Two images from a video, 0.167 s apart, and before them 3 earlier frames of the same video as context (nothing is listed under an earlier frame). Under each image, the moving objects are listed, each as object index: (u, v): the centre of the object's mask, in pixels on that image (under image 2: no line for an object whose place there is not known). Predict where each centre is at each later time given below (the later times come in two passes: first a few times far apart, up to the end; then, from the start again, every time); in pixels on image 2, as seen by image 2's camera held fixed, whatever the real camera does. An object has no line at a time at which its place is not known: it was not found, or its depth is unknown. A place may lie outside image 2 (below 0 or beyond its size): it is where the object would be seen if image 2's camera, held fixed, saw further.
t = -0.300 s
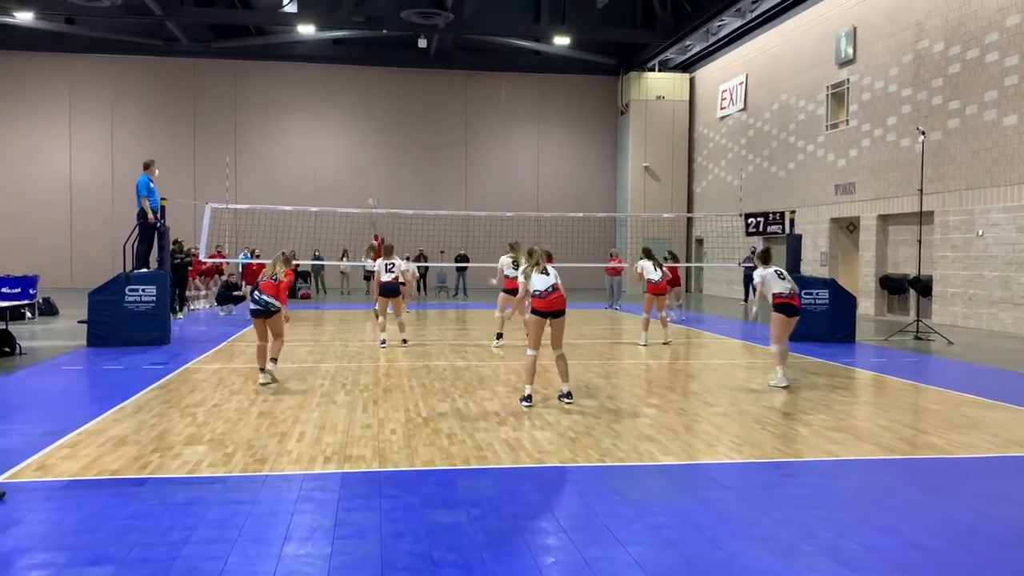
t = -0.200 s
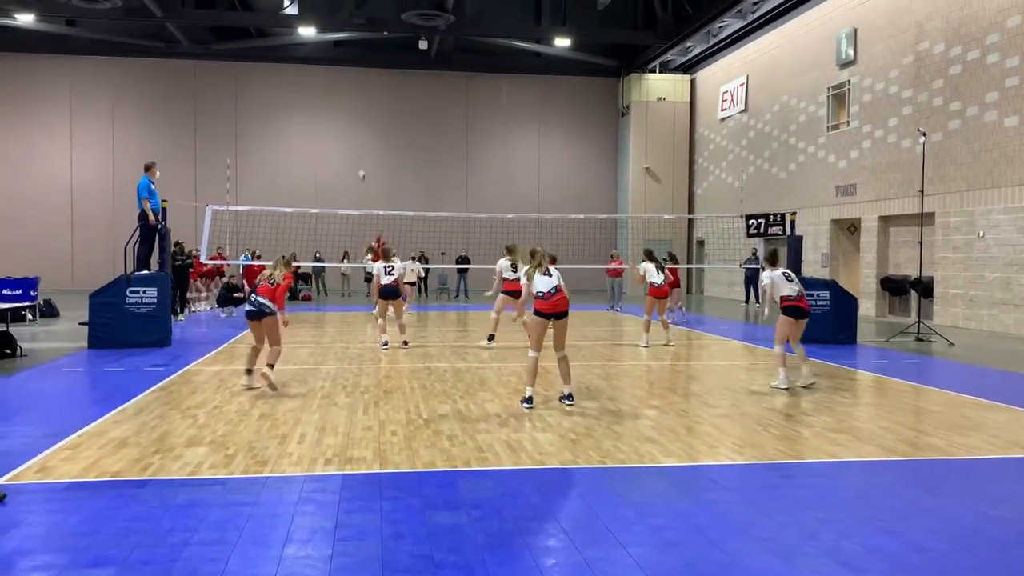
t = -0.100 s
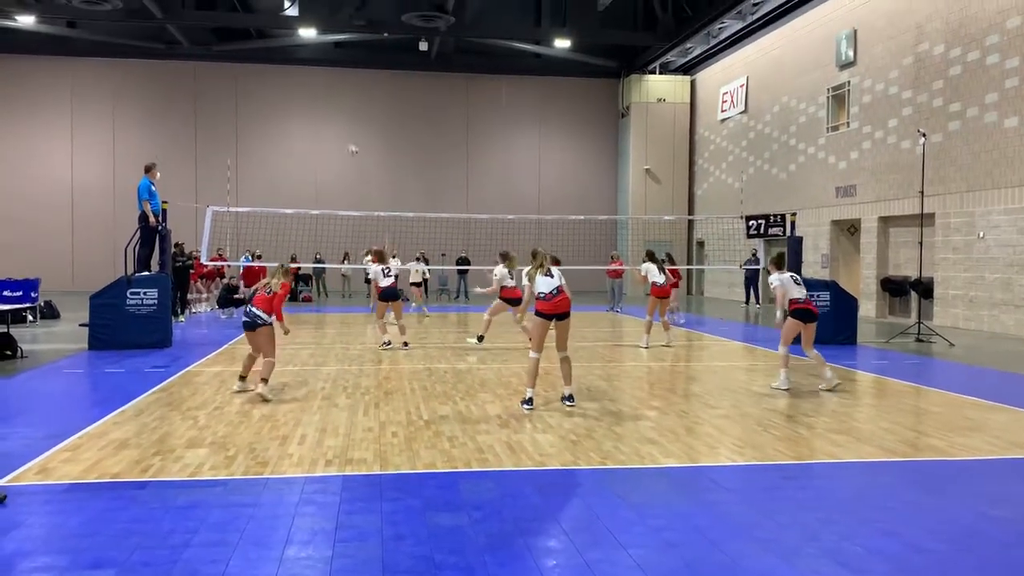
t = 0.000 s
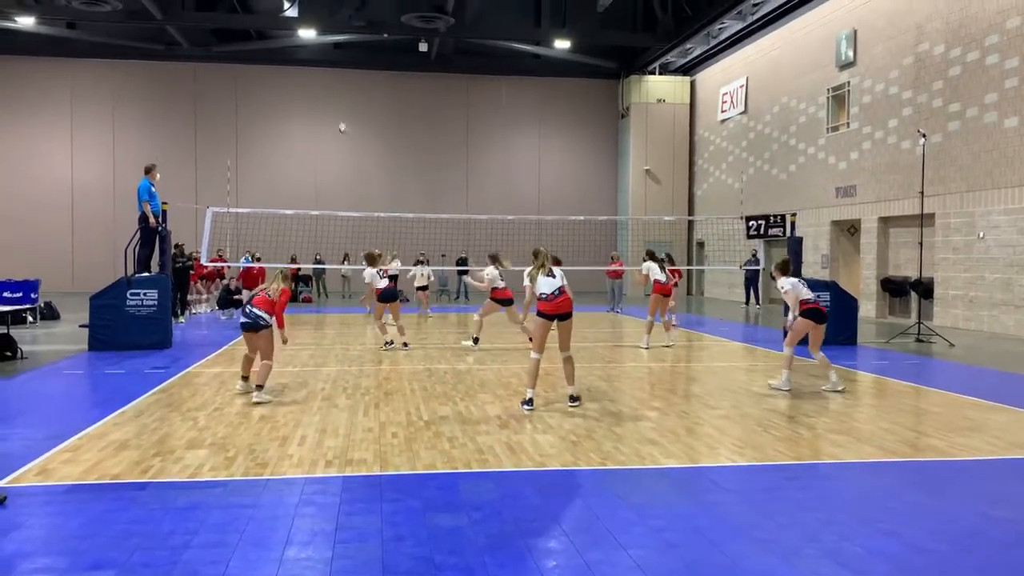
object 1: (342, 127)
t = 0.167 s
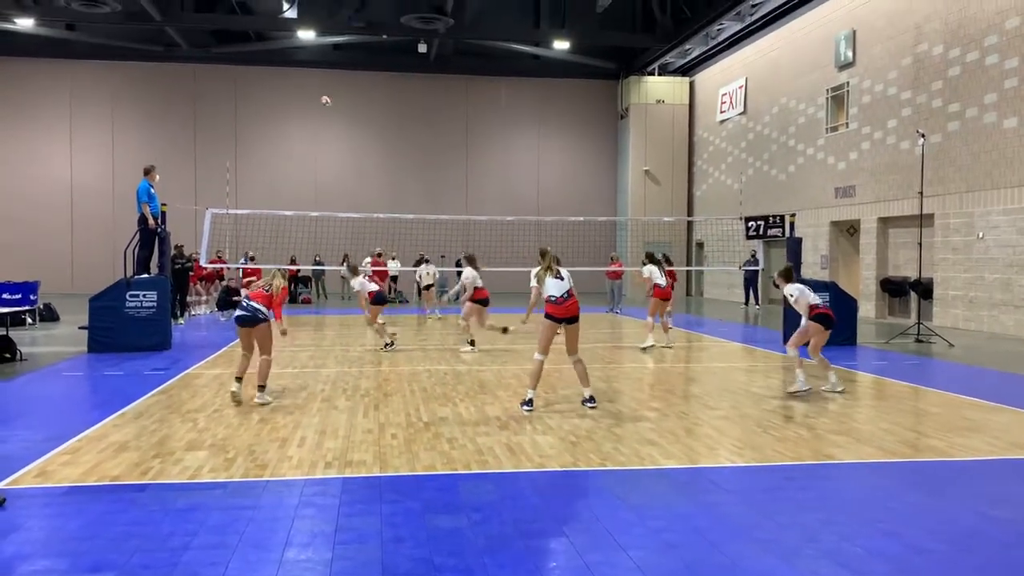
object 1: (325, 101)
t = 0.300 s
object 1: (313, 88)
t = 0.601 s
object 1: (282, 92)
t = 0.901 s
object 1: (251, 143)
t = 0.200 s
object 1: (323, 97)
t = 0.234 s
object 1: (319, 94)
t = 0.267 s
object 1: (316, 90)
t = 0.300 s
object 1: (313, 88)
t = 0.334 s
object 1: (309, 87)
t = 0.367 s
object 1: (306, 85)
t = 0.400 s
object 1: (302, 85)
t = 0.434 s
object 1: (299, 85)
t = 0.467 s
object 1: (296, 85)
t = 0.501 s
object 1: (292, 86)
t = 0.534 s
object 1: (289, 87)
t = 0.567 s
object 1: (286, 89)
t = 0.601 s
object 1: (282, 92)
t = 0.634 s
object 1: (279, 95)
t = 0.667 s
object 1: (276, 99)
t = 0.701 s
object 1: (272, 103)
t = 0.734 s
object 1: (269, 108)
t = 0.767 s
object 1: (266, 114)
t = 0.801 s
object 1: (262, 120)
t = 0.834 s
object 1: (259, 128)
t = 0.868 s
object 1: (255, 135)
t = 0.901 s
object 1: (251, 143)
